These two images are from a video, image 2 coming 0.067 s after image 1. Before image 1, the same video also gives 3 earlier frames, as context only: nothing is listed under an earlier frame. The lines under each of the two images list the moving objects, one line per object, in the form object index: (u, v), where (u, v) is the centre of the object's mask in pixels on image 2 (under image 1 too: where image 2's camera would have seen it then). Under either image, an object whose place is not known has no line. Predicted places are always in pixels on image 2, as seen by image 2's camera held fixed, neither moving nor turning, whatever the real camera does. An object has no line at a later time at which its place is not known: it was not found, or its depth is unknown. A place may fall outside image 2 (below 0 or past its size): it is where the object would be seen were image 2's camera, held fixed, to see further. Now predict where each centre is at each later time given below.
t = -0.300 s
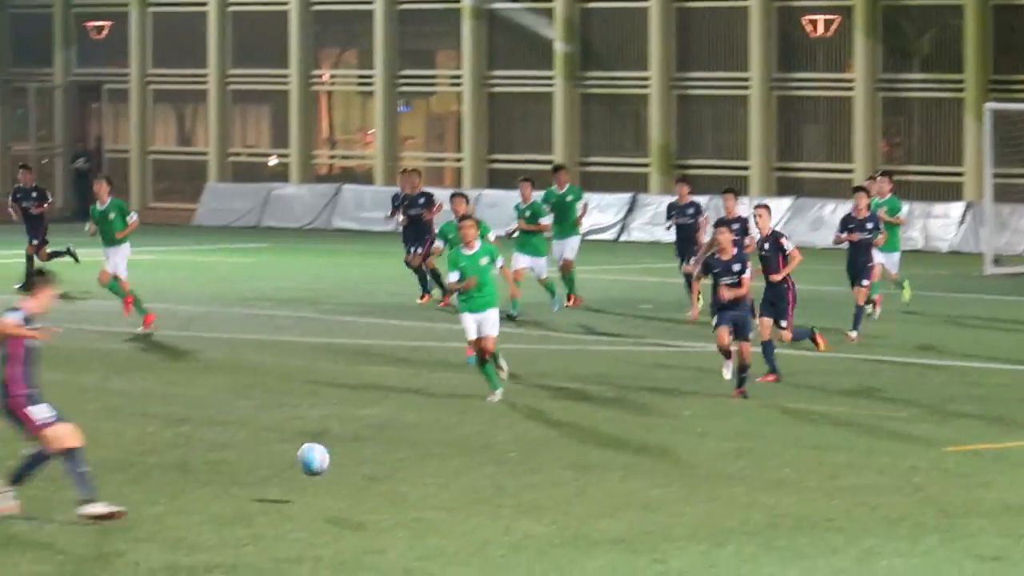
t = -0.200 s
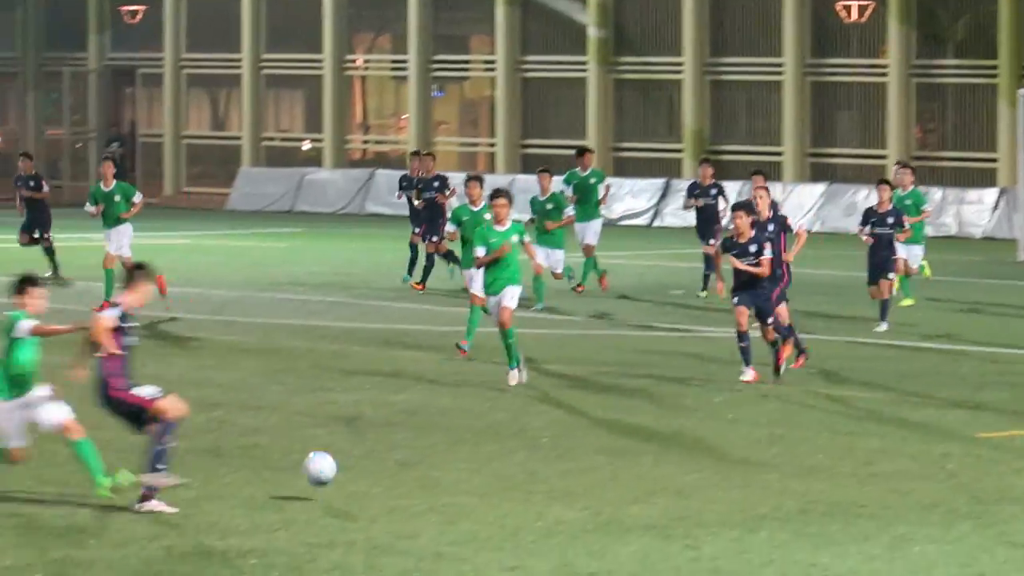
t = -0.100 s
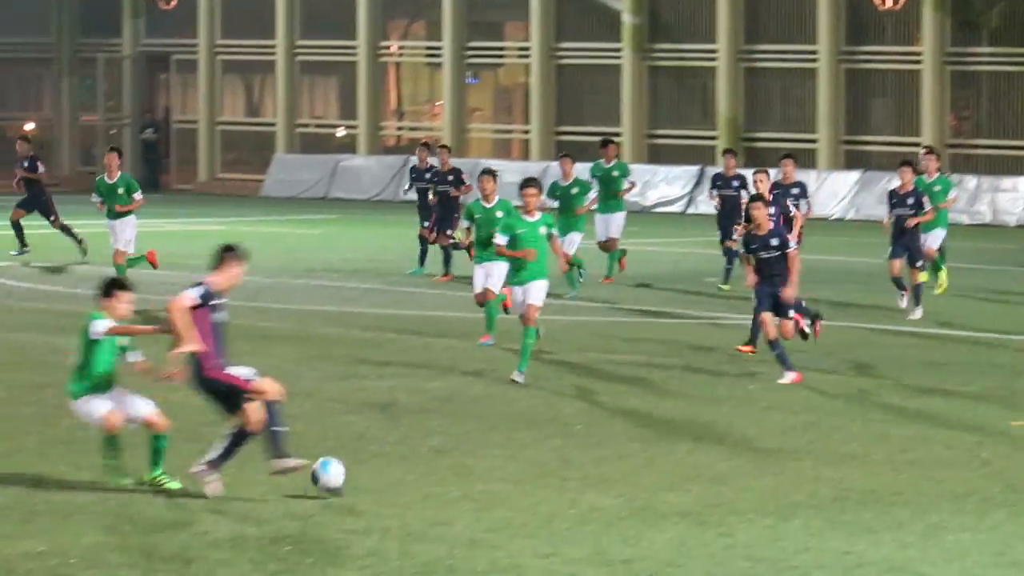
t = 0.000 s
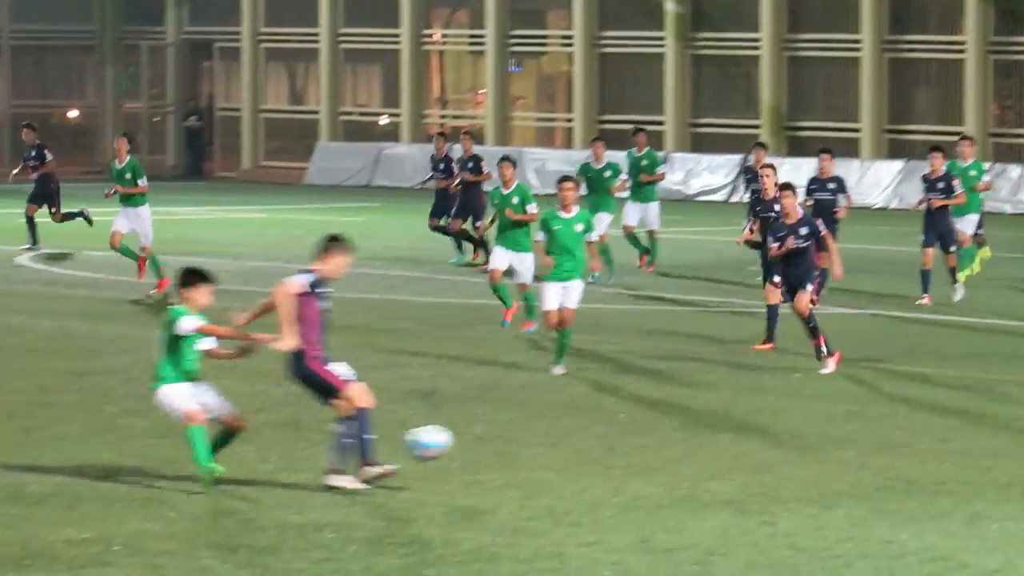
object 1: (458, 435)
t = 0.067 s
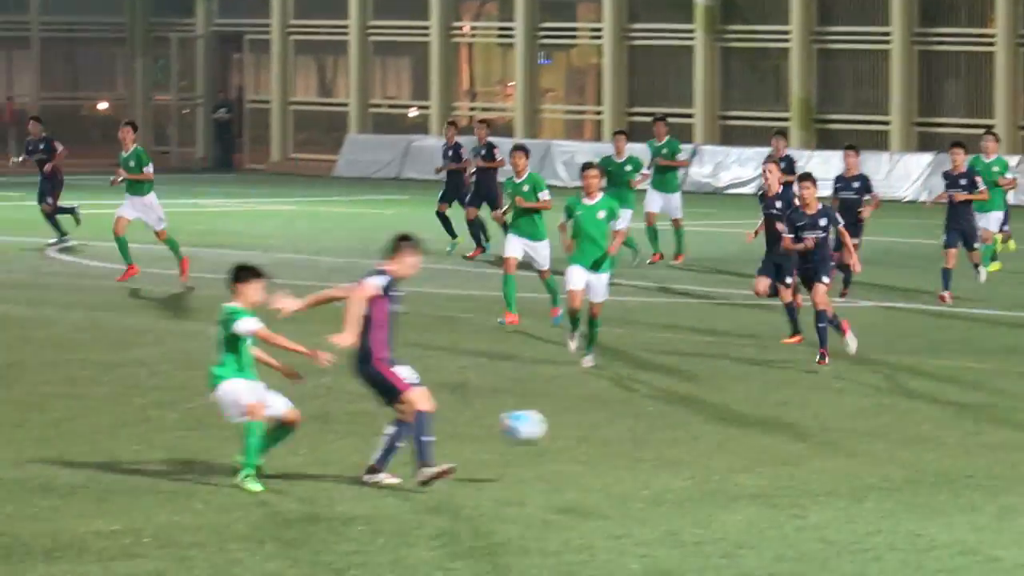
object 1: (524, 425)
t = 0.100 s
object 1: (555, 424)
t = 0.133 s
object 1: (587, 424)
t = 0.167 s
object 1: (620, 425)
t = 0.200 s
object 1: (651, 428)
